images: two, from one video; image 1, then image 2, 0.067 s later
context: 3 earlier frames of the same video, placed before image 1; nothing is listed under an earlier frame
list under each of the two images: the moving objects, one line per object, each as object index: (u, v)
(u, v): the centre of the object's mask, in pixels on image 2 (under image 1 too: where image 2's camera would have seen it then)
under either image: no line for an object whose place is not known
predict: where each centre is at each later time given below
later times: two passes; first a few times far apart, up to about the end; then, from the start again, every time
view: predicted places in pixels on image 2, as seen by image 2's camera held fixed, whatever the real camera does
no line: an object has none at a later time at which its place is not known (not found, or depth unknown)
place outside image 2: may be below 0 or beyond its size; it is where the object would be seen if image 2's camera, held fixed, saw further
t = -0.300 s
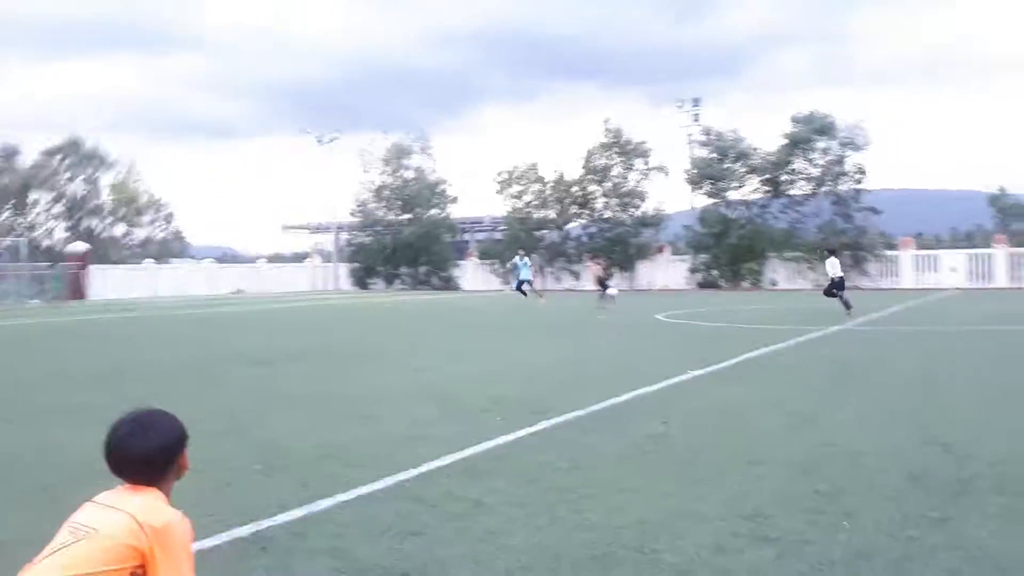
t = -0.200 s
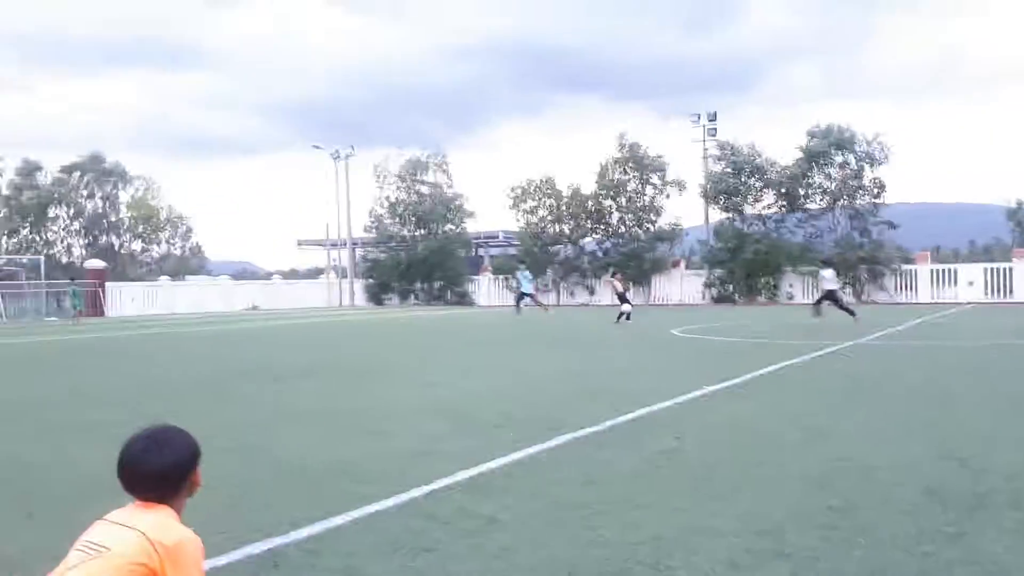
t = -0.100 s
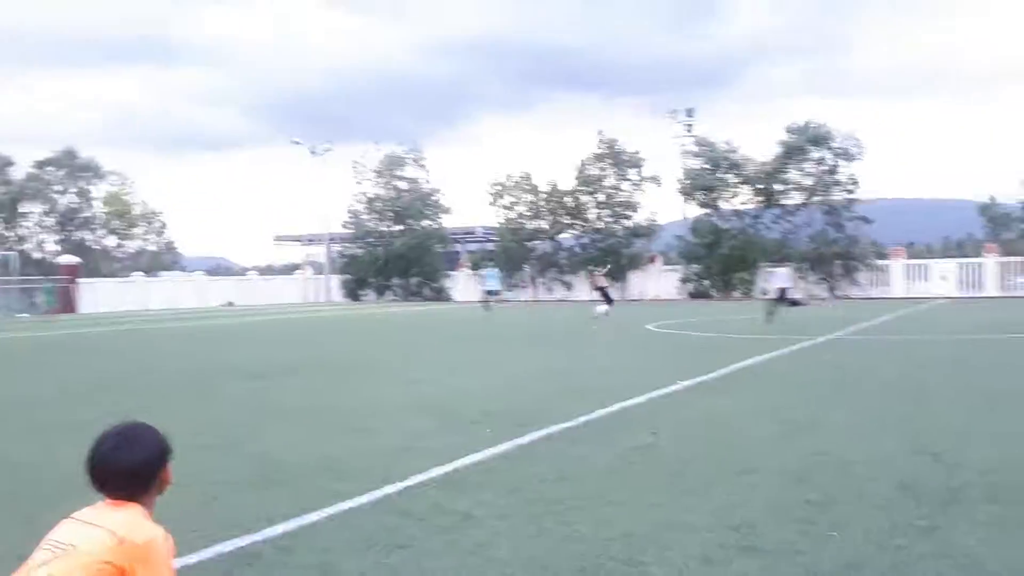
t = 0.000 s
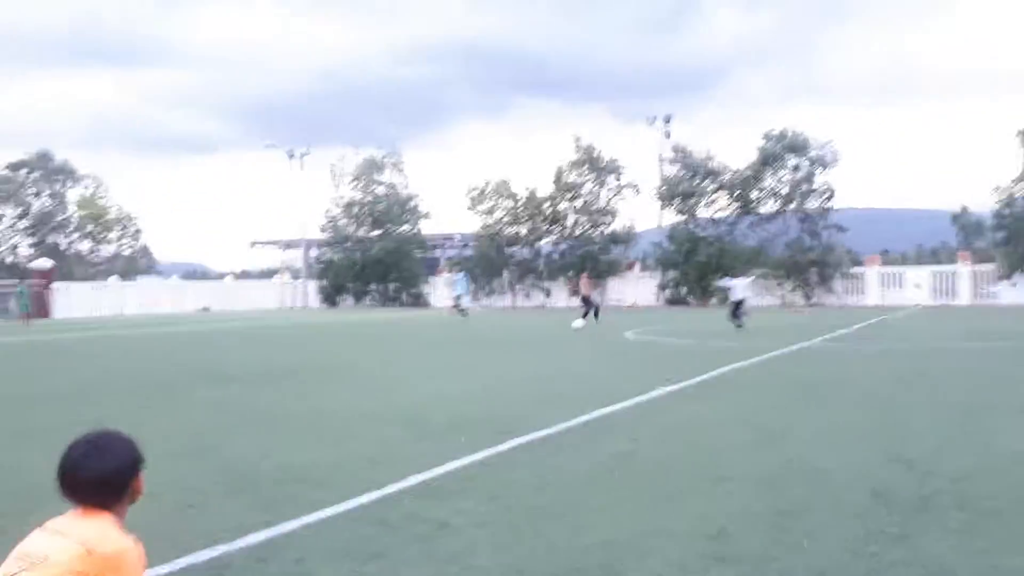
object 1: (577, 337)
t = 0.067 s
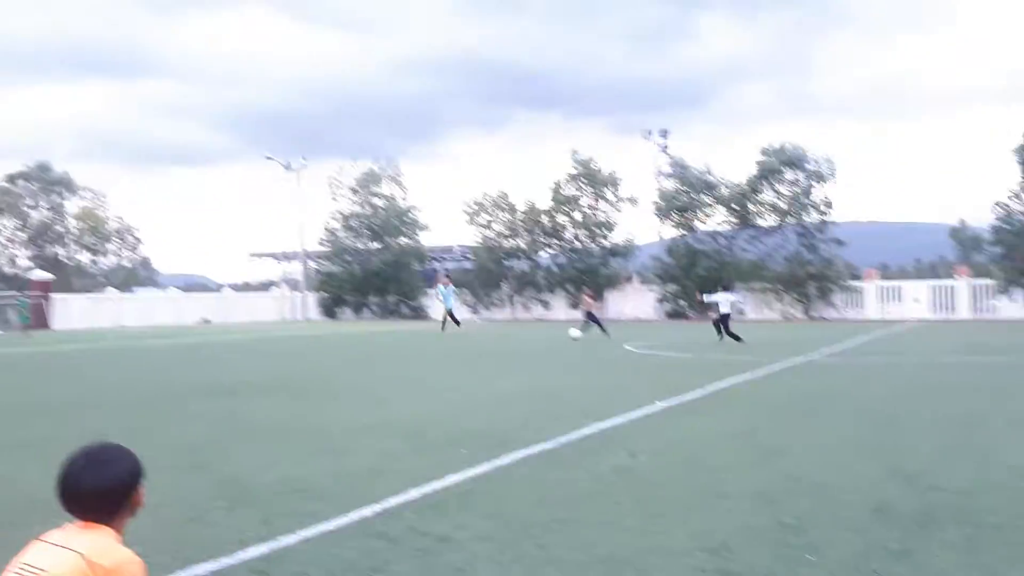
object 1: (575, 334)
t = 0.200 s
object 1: (568, 334)
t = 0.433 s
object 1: (551, 339)
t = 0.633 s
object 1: (530, 347)
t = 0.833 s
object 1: (507, 349)
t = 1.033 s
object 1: (481, 355)
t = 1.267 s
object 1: (442, 367)
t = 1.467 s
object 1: (404, 368)
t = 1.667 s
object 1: (357, 378)
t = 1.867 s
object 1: (300, 392)
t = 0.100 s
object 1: (573, 333)
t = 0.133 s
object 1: (571, 333)
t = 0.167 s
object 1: (570, 333)
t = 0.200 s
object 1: (568, 334)
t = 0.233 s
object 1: (566, 336)
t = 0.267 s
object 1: (563, 339)
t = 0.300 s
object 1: (561, 341)
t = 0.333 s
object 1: (559, 345)
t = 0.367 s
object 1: (556, 343)
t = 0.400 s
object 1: (553, 341)
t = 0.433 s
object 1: (551, 339)
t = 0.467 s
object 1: (547, 339)
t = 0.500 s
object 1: (544, 339)
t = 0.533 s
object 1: (541, 340)
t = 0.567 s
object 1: (538, 342)
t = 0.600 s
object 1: (534, 344)
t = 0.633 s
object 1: (530, 347)
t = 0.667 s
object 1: (527, 350)
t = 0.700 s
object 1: (523, 352)
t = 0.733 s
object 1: (519, 350)
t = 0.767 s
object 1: (515, 349)
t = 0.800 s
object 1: (511, 349)
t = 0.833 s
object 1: (507, 349)
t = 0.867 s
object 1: (503, 350)
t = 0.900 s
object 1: (499, 353)
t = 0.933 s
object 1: (495, 356)
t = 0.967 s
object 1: (491, 358)
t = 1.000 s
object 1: (486, 357)
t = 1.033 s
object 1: (481, 355)
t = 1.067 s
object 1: (475, 354)
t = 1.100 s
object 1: (470, 354)
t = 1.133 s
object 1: (465, 355)
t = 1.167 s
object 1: (459, 357)
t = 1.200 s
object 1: (454, 360)
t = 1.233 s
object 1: (448, 363)
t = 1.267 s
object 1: (442, 367)
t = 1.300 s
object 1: (436, 366)
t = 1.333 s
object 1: (430, 364)
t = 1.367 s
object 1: (424, 364)
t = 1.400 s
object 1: (417, 364)
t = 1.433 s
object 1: (411, 365)
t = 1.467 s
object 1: (404, 368)
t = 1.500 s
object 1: (396, 372)
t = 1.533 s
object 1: (389, 377)
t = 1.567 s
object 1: (381, 376)
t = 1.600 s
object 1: (372, 377)
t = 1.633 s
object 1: (365, 377)
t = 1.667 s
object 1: (357, 378)
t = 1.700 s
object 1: (348, 382)
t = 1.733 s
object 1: (340, 384)
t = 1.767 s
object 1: (330, 386)
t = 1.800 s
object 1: (320, 388)
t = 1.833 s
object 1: (311, 390)
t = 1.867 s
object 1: (300, 392)
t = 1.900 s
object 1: (288, 393)
